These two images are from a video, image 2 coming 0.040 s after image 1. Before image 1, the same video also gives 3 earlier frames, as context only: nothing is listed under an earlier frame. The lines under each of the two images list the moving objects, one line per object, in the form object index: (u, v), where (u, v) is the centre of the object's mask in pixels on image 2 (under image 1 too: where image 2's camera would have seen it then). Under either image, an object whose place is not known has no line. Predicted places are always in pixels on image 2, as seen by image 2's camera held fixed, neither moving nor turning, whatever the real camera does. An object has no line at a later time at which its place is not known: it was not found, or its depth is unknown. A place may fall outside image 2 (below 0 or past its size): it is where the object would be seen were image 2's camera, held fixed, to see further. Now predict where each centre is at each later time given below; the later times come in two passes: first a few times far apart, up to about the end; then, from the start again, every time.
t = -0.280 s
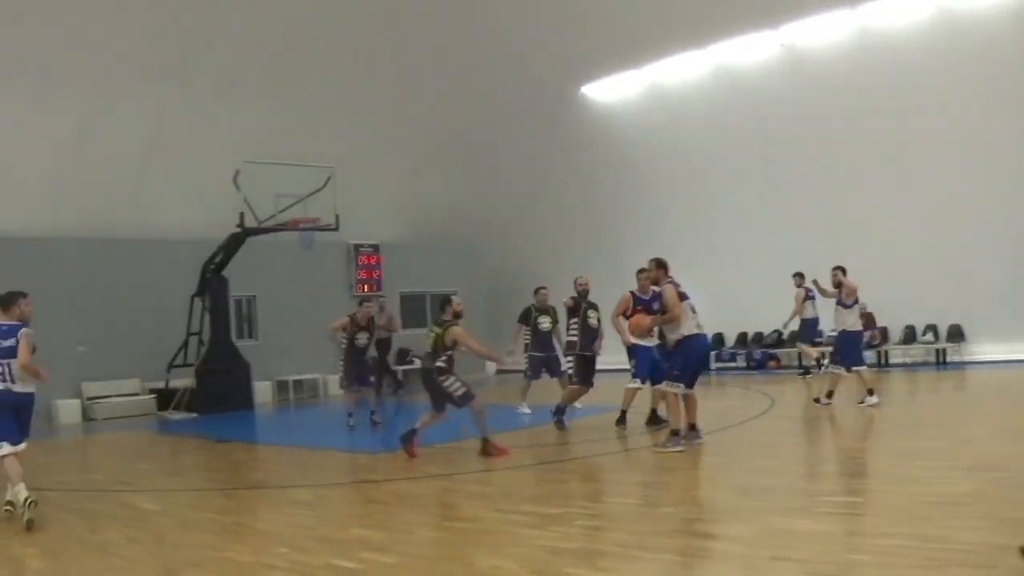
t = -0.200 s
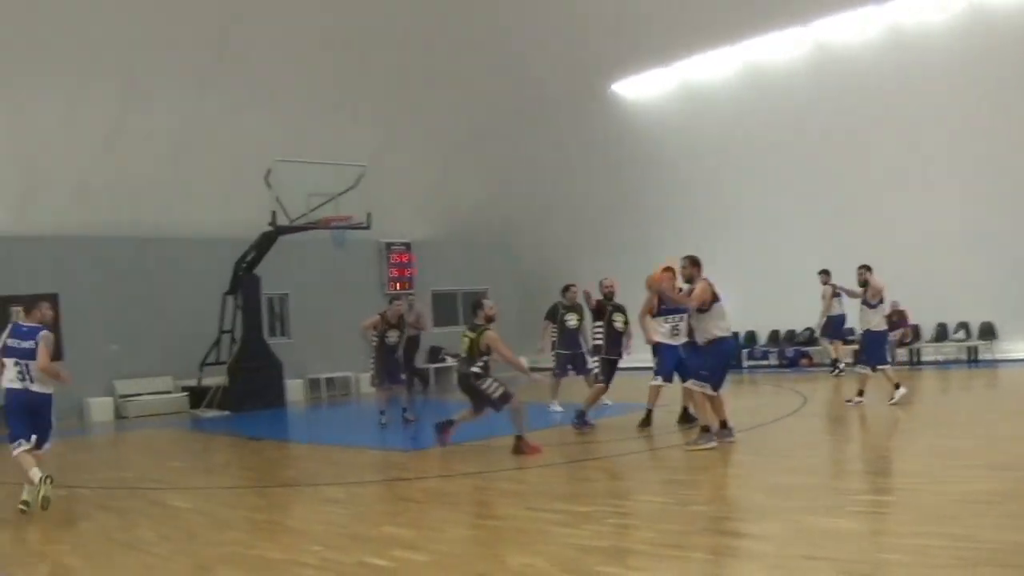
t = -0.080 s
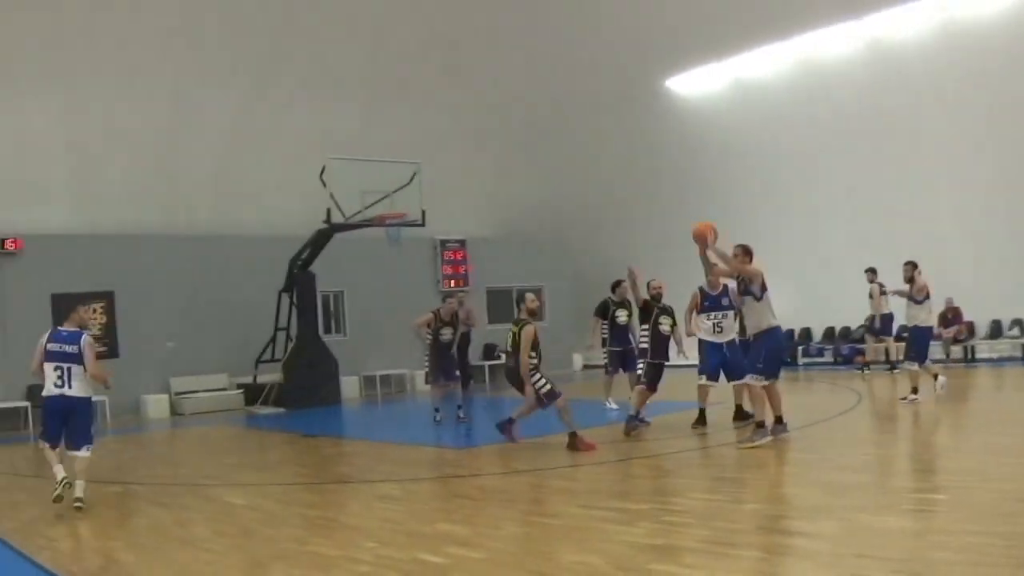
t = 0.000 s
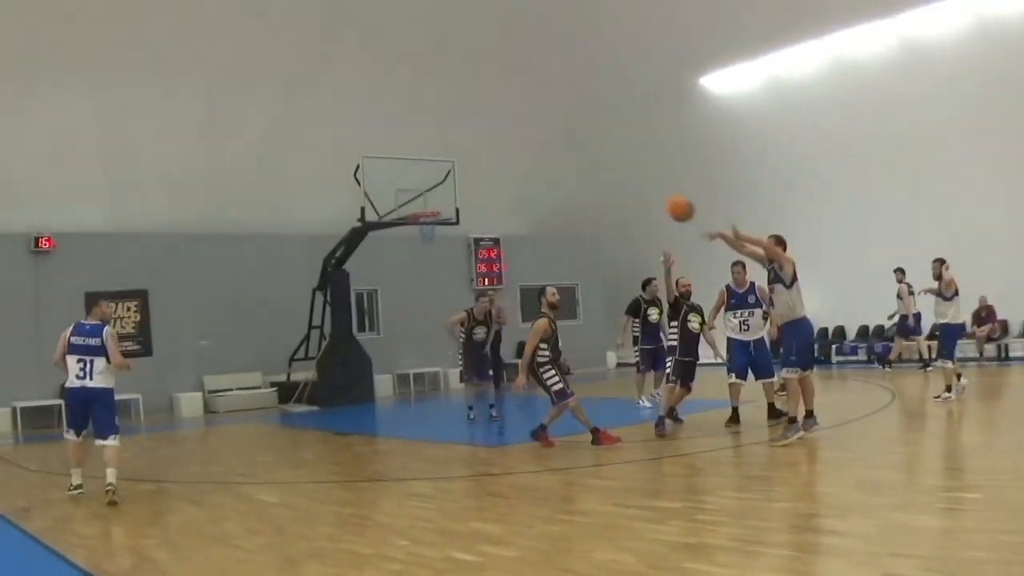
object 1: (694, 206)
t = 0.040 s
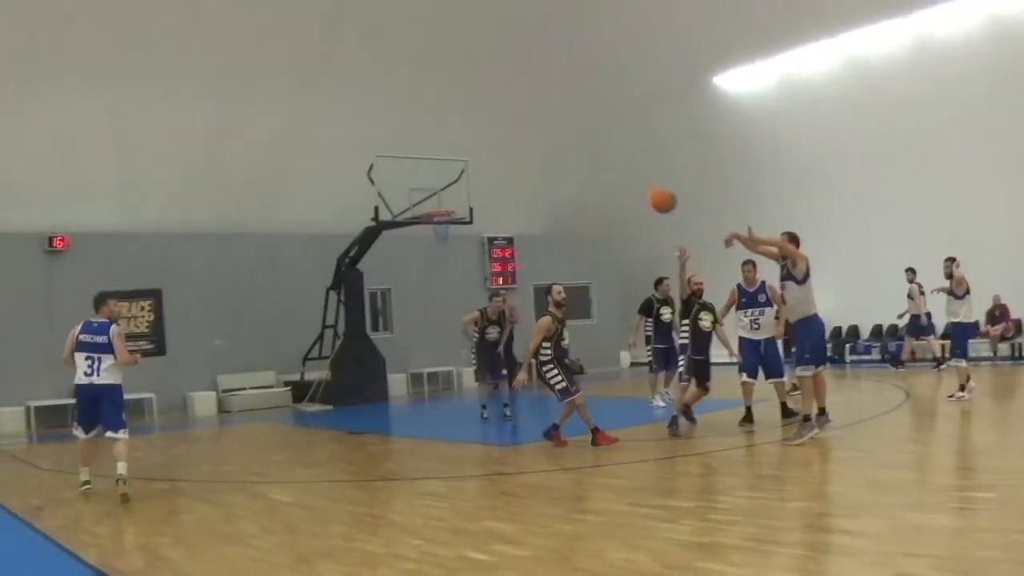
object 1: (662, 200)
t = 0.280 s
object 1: (479, 190)
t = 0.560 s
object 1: (274, 247)
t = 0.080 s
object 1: (631, 194)
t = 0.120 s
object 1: (599, 189)
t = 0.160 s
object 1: (568, 188)
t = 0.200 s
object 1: (539, 188)
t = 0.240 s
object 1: (509, 188)
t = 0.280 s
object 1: (479, 190)
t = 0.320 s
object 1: (449, 193)
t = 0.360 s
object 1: (420, 198)
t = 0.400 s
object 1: (392, 205)
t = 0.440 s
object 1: (363, 213)
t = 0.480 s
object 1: (334, 222)
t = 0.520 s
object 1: (304, 234)
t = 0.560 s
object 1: (274, 247)
